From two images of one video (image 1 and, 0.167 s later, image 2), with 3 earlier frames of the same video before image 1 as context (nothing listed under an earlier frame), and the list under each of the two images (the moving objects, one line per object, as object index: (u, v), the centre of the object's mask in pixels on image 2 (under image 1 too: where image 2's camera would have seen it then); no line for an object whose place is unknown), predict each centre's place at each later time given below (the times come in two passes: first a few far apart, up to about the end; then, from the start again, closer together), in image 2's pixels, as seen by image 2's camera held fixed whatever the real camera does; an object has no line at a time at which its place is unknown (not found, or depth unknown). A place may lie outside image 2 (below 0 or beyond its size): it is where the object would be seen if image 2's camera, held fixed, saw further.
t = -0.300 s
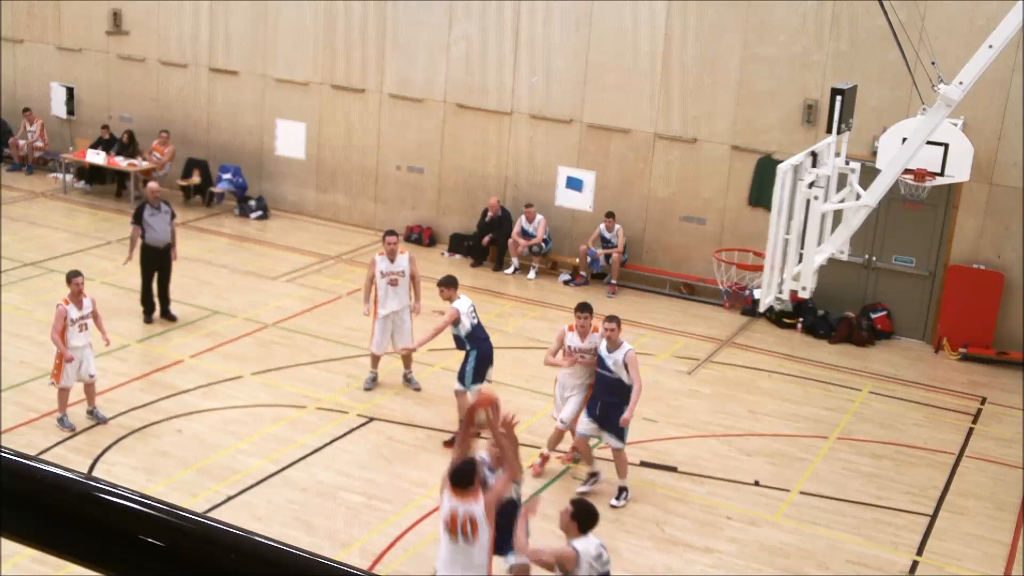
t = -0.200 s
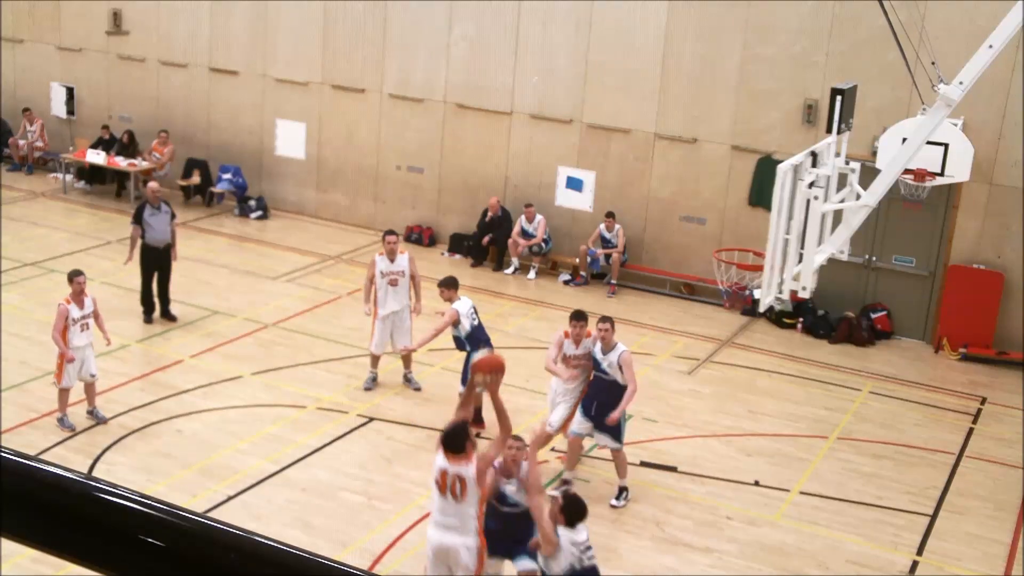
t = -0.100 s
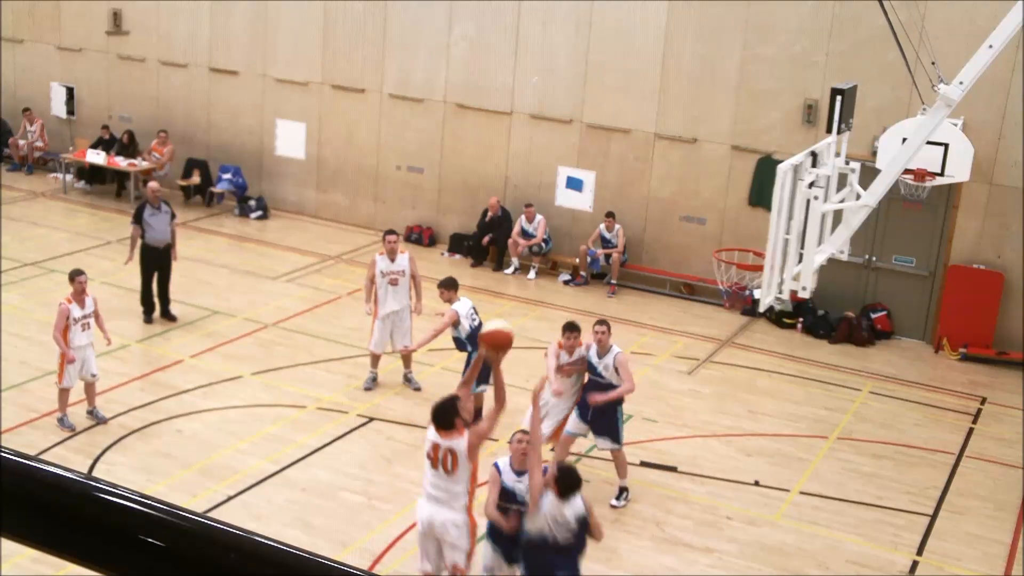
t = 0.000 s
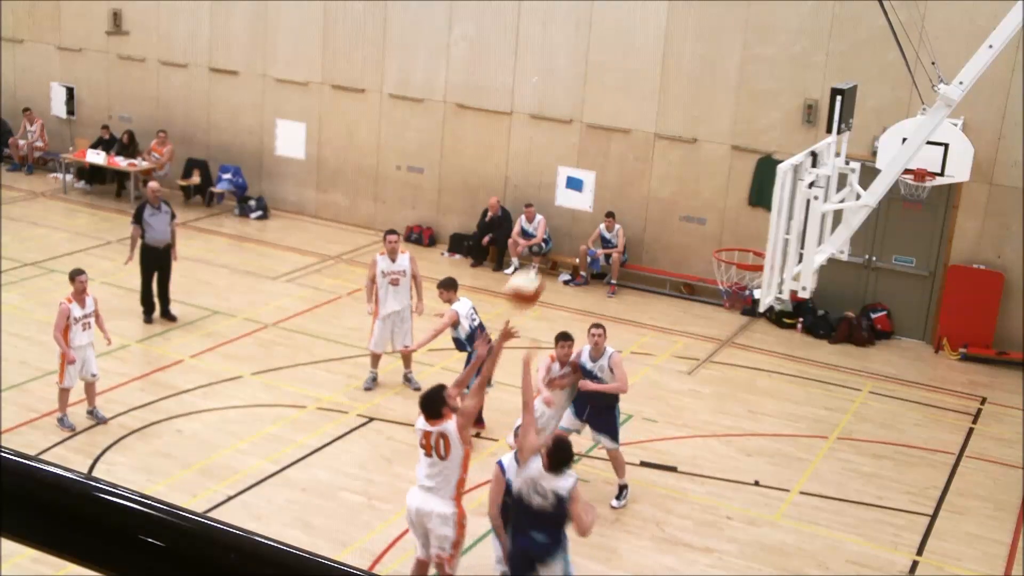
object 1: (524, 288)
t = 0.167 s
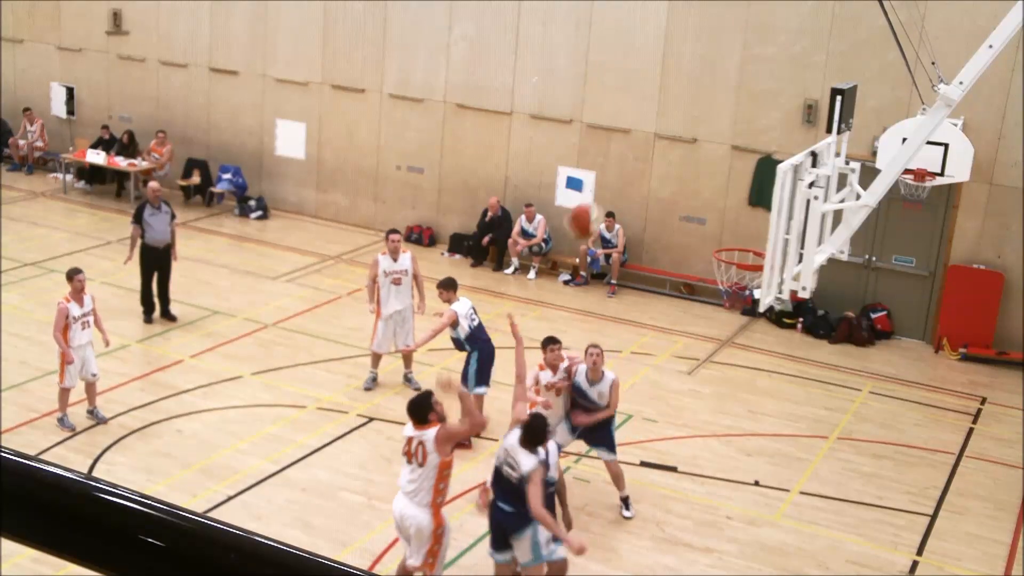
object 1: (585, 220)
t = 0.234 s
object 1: (607, 203)
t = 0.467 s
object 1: (675, 195)
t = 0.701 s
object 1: (731, 239)
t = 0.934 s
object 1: (760, 235)
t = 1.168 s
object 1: (759, 244)
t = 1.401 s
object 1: (748, 249)
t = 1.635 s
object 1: (733, 248)
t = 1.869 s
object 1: (727, 276)
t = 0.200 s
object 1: (597, 211)
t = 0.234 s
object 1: (607, 203)
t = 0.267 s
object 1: (618, 197)
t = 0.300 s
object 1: (627, 193)
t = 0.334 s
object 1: (639, 190)
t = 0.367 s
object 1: (648, 189)
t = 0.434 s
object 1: (667, 192)
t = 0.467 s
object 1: (675, 195)
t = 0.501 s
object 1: (683, 200)
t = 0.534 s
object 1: (691, 205)
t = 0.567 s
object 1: (699, 212)
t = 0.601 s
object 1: (709, 220)
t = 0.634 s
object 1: (715, 230)
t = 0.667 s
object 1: (723, 239)
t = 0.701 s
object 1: (731, 239)
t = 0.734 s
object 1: (737, 240)
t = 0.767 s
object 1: (746, 243)
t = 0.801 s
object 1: (752, 245)
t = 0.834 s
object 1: (755, 241)
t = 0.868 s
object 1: (756, 237)
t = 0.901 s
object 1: (758, 235)
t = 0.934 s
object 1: (760, 235)
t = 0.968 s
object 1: (762, 238)
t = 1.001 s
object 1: (762, 241)
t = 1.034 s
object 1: (763, 246)
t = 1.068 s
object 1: (764, 246)
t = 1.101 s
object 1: (763, 244)
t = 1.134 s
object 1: (761, 243)
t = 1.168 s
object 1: (759, 244)
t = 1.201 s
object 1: (757, 246)
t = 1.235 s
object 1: (755, 248)
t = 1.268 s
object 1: (754, 247)
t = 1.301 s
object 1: (753, 246)
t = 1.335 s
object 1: (751, 246)
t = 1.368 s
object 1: (749, 247)
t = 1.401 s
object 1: (748, 249)
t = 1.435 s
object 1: (746, 247)
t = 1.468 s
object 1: (743, 246)
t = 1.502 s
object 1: (741, 246)
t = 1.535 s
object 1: (739, 247)
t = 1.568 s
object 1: (737, 247)
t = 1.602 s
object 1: (735, 247)
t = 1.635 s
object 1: (733, 248)
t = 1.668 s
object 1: (732, 248)
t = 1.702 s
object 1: (731, 250)
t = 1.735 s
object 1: (729, 255)
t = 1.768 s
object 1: (728, 259)
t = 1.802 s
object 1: (728, 264)
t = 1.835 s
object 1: (726, 271)
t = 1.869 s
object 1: (727, 276)
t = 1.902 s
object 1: (727, 284)
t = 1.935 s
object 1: (728, 290)
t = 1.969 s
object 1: (730, 294)
